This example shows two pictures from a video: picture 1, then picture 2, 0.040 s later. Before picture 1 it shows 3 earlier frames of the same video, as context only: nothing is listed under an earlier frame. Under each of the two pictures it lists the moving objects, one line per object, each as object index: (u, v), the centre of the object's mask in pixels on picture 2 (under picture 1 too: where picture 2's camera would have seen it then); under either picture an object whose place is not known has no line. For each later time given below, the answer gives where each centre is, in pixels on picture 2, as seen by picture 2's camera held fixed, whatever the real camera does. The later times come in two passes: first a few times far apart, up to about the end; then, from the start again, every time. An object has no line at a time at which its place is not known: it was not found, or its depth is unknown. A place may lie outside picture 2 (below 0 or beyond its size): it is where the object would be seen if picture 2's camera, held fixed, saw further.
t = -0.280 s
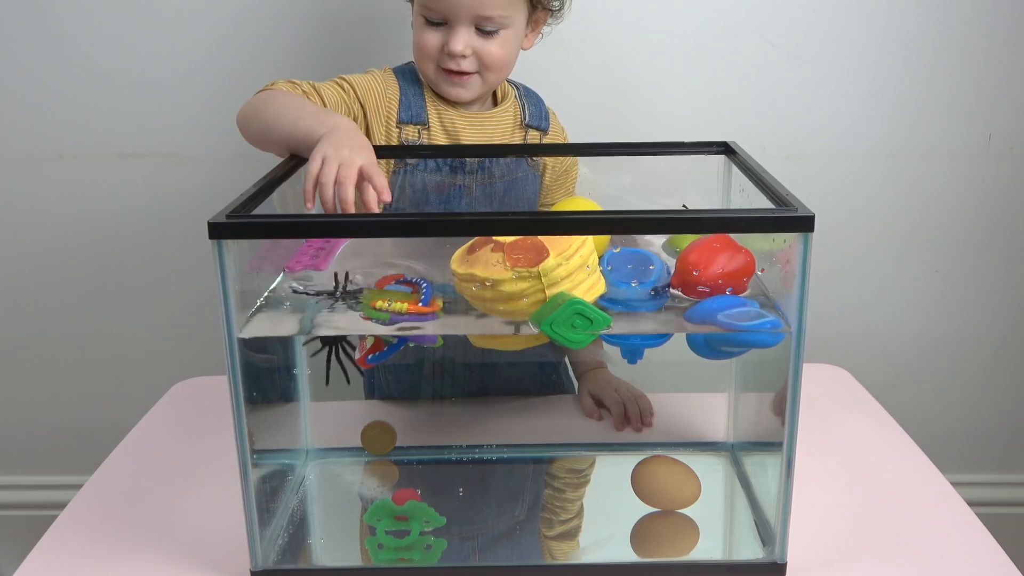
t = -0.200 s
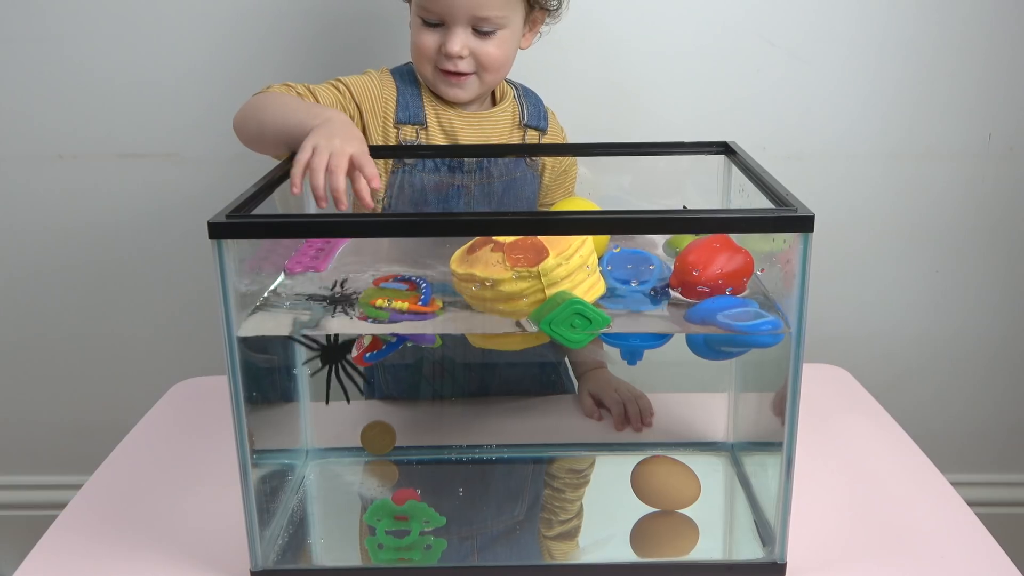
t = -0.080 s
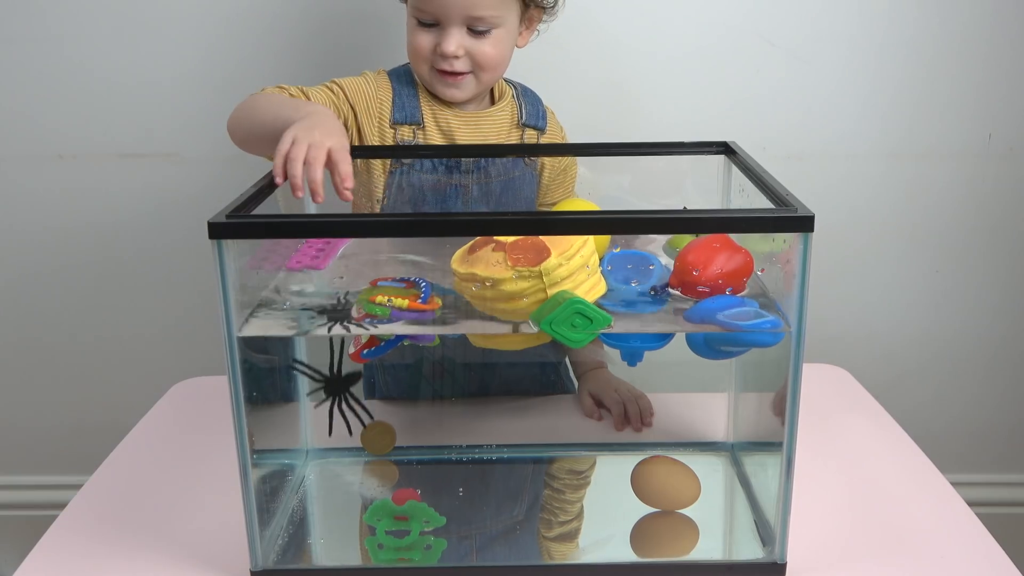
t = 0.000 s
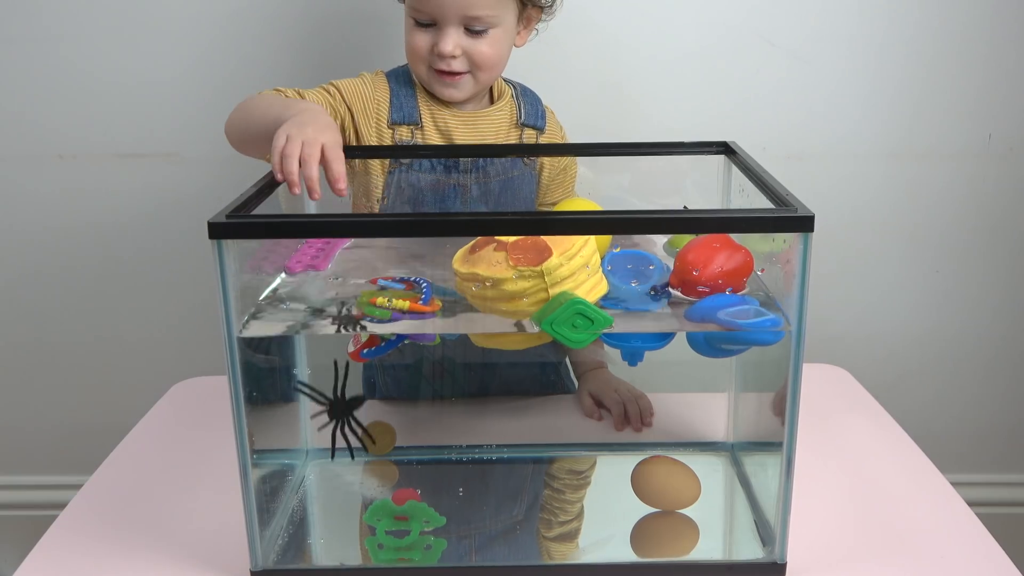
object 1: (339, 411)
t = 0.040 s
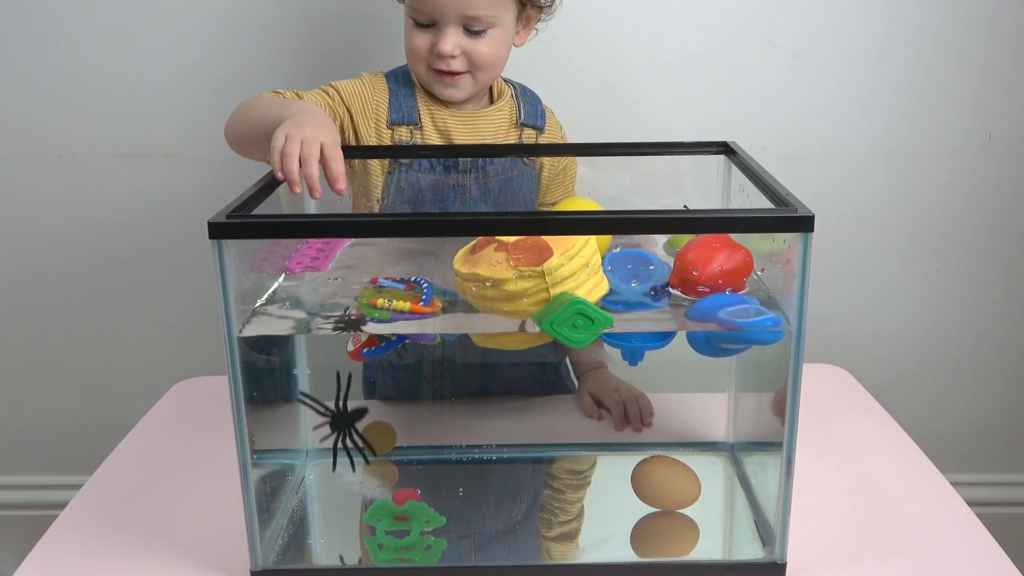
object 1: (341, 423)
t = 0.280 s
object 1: (347, 502)
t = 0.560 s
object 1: (343, 513)
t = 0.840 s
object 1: (344, 514)
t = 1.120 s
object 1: (344, 514)
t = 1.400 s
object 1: (344, 514)
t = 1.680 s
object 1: (344, 514)
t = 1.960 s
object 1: (344, 514)
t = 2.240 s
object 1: (344, 514)
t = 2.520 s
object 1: (344, 514)
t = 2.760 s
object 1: (344, 514)
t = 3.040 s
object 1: (344, 514)
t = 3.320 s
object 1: (344, 514)
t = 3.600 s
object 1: (344, 514)
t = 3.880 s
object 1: (344, 514)
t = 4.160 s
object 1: (344, 514)
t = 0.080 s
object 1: (342, 435)
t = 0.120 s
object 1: (344, 447)
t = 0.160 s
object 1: (346, 482)
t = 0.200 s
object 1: (347, 494)
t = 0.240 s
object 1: (347, 498)
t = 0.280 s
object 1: (347, 502)
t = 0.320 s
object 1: (347, 504)
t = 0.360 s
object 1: (348, 505)
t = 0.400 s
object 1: (348, 507)
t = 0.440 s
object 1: (346, 510)
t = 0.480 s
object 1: (344, 512)
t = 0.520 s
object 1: (344, 514)
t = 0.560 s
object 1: (343, 513)
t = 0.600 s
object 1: (343, 514)
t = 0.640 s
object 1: (344, 514)
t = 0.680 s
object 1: (344, 514)
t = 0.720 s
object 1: (344, 514)
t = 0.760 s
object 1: (344, 514)
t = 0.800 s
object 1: (343, 514)
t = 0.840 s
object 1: (344, 514)
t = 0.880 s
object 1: (344, 514)
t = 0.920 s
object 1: (344, 514)
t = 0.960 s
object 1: (344, 514)
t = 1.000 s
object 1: (344, 514)
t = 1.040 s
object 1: (344, 514)
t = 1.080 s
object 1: (344, 514)
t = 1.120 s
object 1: (344, 514)
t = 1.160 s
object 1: (344, 514)
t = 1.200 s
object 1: (344, 514)
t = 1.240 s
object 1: (344, 514)
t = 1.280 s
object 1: (344, 514)
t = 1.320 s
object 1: (344, 514)
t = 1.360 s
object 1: (344, 514)
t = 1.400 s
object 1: (344, 514)
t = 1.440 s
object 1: (344, 514)
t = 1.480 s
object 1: (344, 514)
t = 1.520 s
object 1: (344, 514)
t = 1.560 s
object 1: (344, 514)
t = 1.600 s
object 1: (344, 514)
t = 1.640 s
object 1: (344, 514)
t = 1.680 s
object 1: (344, 514)
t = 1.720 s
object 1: (344, 514)
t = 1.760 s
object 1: (344, 514)
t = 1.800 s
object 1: (344, 514)
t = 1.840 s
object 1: (344, 514)
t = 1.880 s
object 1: (344, 514)
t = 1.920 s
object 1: (344, 514)
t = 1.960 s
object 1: (344, 514)
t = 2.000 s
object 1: (344, 514)
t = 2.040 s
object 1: (344, 514)
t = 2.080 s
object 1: (344, 514)
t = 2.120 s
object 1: (344, 514)
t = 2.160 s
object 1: (344, 514)
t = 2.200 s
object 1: (344, 514)
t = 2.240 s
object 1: (344, 514)
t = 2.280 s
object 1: (344, 514)
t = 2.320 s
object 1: (344, 514)
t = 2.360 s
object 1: (344, 514)
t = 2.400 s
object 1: (344, 514)
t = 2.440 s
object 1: (344, 514)
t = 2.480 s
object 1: (344, 514)
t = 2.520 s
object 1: (344, 514)
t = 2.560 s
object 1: (344, 514)
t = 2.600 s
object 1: (344, 514)
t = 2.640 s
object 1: (344, 514)
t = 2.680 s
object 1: (344, 514)
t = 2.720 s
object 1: (344, 514)
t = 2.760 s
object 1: (344, 514)
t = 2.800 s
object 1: (344, 514)
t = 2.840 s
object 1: (344, 514)
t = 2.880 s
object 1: (344, 514)
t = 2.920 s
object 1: (344, 514)
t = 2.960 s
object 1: (344, 514)
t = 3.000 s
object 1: (344, 514)
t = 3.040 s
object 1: (344, 514)
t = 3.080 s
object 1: (344, 514)
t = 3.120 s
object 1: (344, 514)
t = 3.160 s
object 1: (344, 514)
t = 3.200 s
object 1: (344, 514)
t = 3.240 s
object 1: (344, 514)
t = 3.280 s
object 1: (344, 514)
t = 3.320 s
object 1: (344, 514)
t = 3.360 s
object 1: (344, 514)
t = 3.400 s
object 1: (344, 514)
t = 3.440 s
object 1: (344, 514)
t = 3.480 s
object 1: (344, 514)
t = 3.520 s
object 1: (344, 514)
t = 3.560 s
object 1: (344, 514)
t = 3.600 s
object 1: (344, 514)
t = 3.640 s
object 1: (344, 514)
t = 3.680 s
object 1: (344, 514)
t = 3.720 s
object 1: (344, 514)
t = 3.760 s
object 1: (344, 514)
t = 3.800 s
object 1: (344, 514)
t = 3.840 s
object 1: (344, 514)
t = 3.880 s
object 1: (344, 514)
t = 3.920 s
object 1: (344, 514)
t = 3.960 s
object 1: (344, 514)
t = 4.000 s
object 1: (344, 514)
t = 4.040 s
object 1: (344, 514)
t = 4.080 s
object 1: (344, 514)
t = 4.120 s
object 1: (344, 514)
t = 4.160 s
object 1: (344, 514)
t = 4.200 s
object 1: (344, 514)
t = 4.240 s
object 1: (344, 514)
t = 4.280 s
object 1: (344, 514)
